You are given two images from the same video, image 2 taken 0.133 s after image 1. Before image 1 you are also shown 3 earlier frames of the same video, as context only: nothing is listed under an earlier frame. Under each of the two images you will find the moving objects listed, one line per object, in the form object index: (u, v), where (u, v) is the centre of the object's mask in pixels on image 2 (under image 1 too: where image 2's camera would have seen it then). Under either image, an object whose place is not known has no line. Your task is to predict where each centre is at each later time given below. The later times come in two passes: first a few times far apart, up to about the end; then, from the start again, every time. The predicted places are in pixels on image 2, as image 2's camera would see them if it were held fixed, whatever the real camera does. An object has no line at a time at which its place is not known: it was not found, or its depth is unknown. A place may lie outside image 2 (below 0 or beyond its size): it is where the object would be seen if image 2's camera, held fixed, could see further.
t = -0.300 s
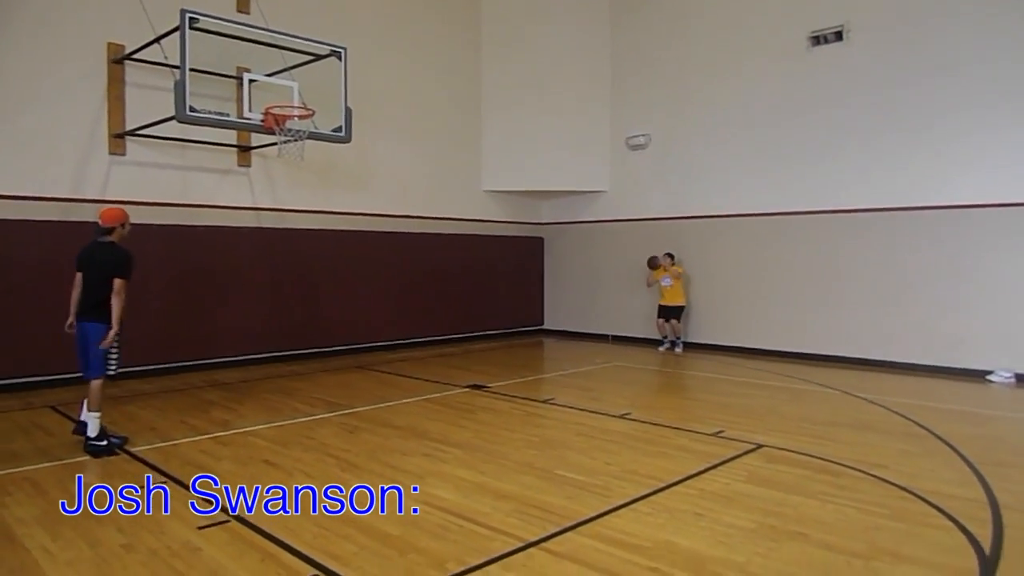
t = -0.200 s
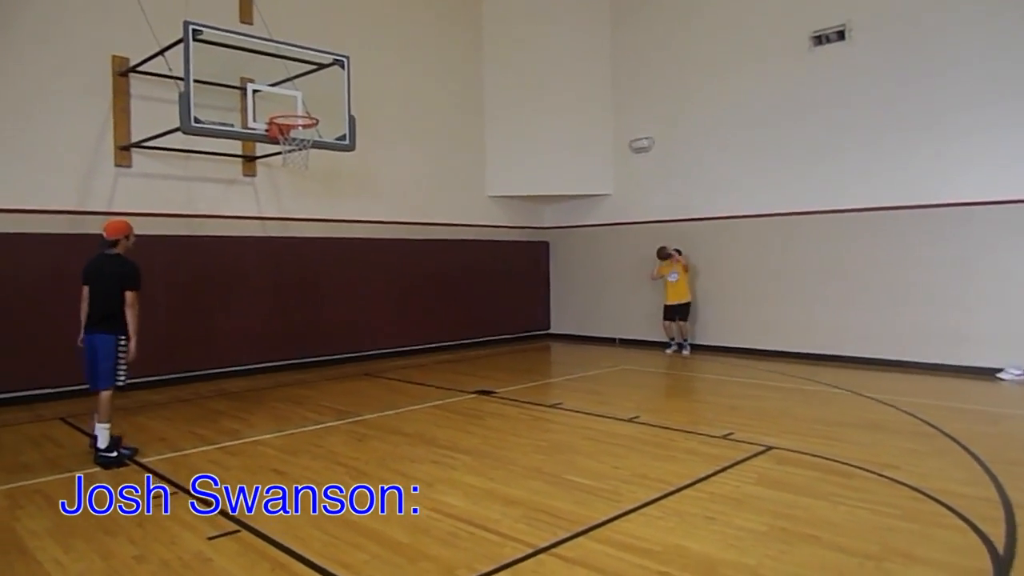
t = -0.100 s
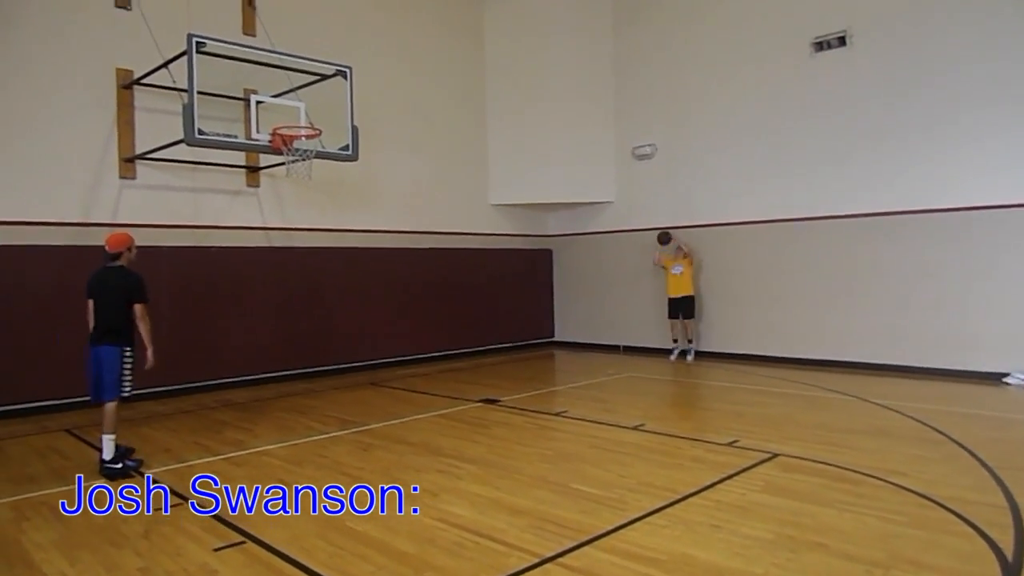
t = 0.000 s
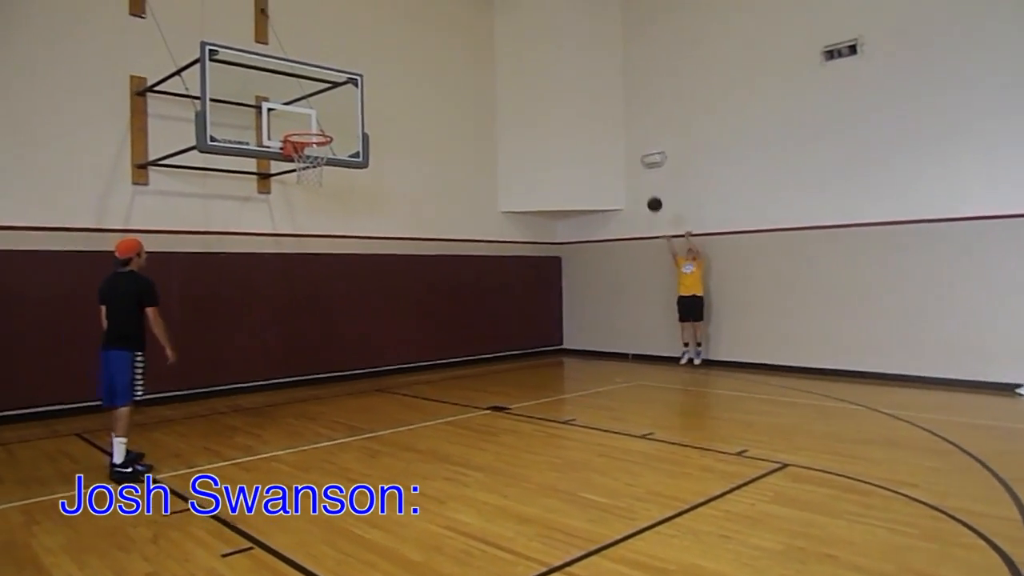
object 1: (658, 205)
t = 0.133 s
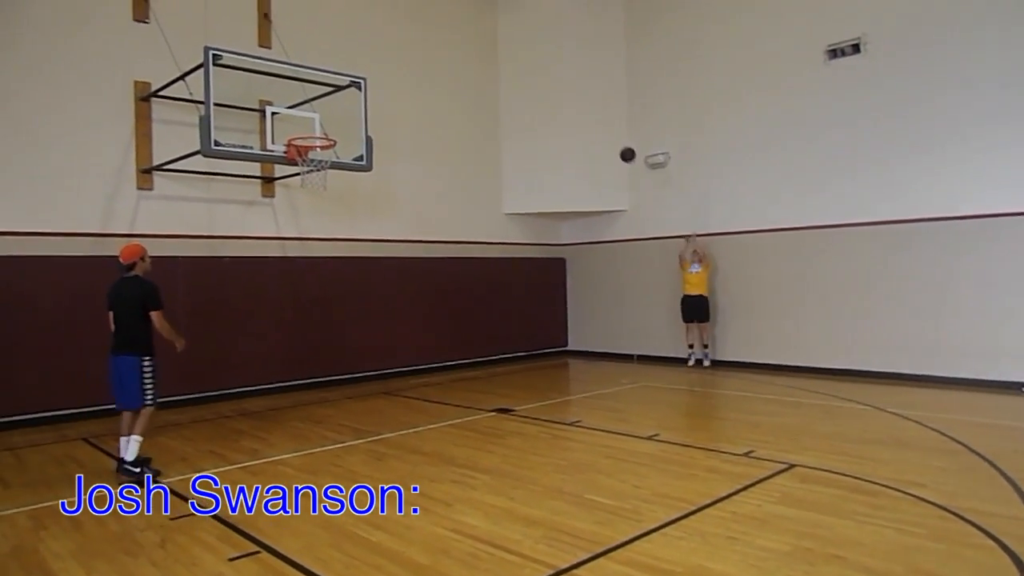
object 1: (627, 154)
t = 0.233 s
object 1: (603, 122)
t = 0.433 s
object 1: (549, 73)
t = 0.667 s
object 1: (480, 46)
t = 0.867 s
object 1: (413, 55)
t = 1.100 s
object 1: (323, 112)
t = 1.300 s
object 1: (304, 139)
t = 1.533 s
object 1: (305, 149)
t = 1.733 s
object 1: (292, 166)
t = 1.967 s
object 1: (292, 219)
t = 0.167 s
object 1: (619, 143)
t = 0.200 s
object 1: (611, 132)
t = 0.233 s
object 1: (603, 122)
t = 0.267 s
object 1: (594, 112)
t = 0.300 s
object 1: (585, 103)
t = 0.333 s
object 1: (576, 94)
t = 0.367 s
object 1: (568, 86)
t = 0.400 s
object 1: (559, 79)
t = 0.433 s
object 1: (549, 73)
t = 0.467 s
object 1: (540, 67)
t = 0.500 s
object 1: (530, 61)
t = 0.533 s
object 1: (521, 57)
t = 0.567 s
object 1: (511, 53)
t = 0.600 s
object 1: (501, 50)
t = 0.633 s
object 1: (490, 48)
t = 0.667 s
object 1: (480, 46)
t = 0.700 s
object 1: (469, 46)
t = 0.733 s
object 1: (459, 46)
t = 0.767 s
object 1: (447, 47)
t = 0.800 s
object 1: (436, 49)
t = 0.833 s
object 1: (424, 52)
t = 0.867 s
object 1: (413, 55)
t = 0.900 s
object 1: (401, 60)
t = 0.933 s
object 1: (389, 66)
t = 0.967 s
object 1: (376, 73)
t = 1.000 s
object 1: (363, 81)
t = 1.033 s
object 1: (350, 90)
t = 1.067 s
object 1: (337, 101)
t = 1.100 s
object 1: (323, 112)
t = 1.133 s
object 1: (309, 125)
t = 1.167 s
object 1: (300, 136)
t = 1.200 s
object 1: (315, 139)
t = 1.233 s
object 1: (323, 140)
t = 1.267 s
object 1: (313, 138)
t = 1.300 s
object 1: (304, 139)
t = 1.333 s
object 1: (302, 140)
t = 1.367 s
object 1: (311, 139)
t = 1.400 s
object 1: (320, 140)
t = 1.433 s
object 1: (323, 141)
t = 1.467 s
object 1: (318, 143)
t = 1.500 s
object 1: (309, 147)
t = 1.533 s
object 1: (305, 149)
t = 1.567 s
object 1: (299, 152)
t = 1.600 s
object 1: (295, 159)
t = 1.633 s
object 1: (293, 162)
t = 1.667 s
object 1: (291, 164)
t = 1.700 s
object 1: (290, 165)
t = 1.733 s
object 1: (292, 166)
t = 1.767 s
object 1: (291, 171)
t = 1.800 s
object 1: (291, 179)
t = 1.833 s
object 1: (291, 186)
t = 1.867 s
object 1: (291, 192)
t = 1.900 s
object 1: (291, 200)
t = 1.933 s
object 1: (291, 209)
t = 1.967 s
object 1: (292, 219)
